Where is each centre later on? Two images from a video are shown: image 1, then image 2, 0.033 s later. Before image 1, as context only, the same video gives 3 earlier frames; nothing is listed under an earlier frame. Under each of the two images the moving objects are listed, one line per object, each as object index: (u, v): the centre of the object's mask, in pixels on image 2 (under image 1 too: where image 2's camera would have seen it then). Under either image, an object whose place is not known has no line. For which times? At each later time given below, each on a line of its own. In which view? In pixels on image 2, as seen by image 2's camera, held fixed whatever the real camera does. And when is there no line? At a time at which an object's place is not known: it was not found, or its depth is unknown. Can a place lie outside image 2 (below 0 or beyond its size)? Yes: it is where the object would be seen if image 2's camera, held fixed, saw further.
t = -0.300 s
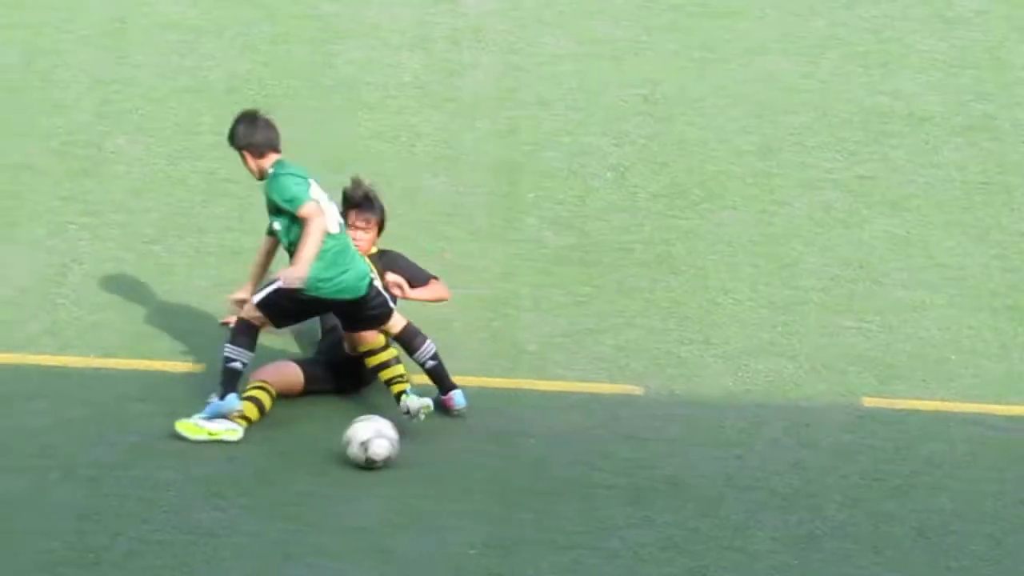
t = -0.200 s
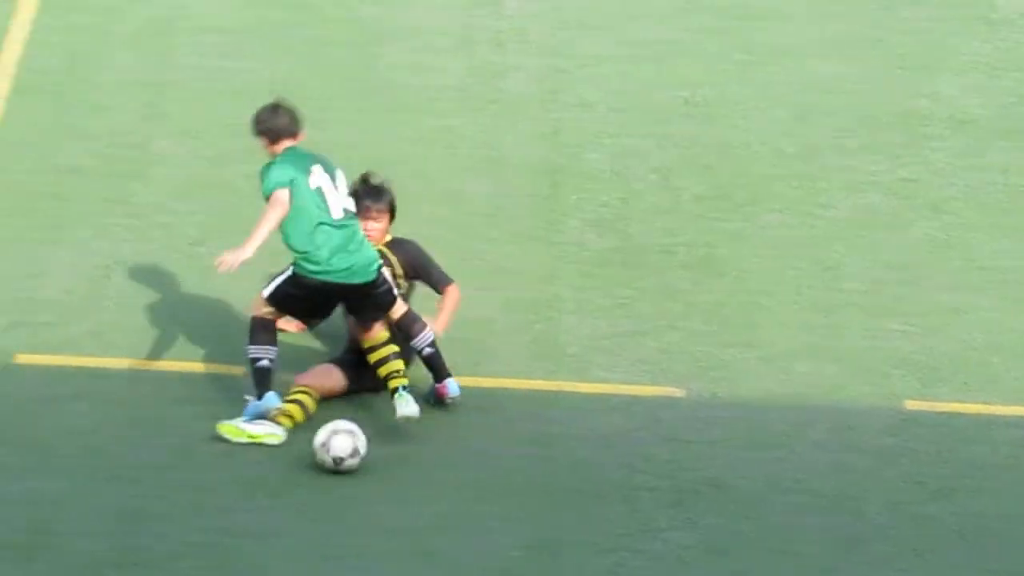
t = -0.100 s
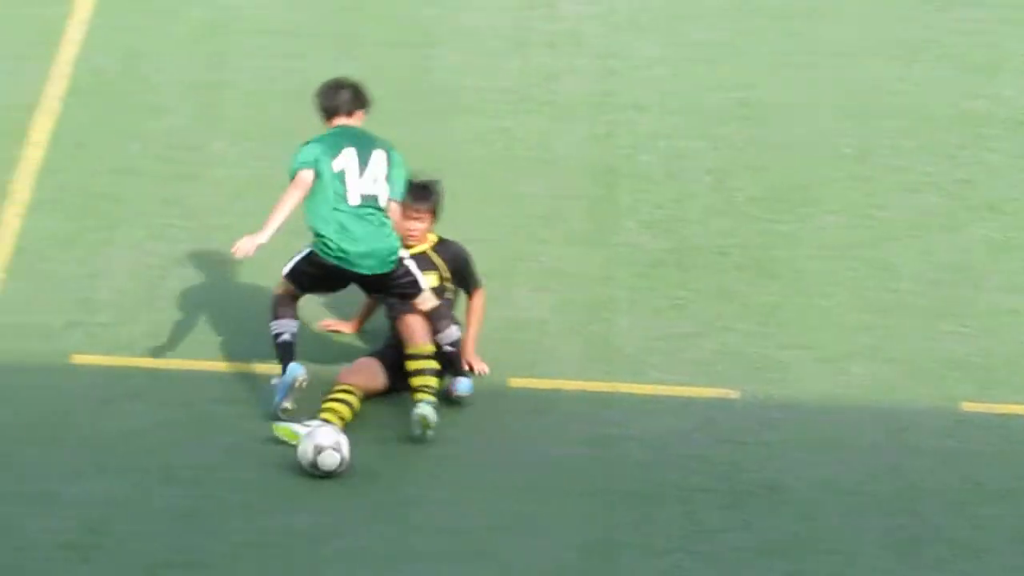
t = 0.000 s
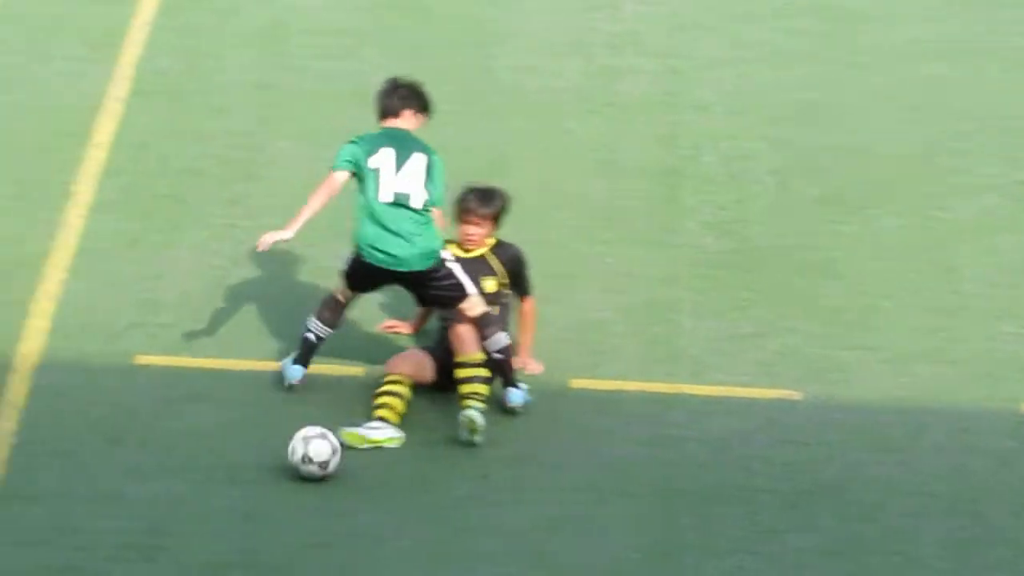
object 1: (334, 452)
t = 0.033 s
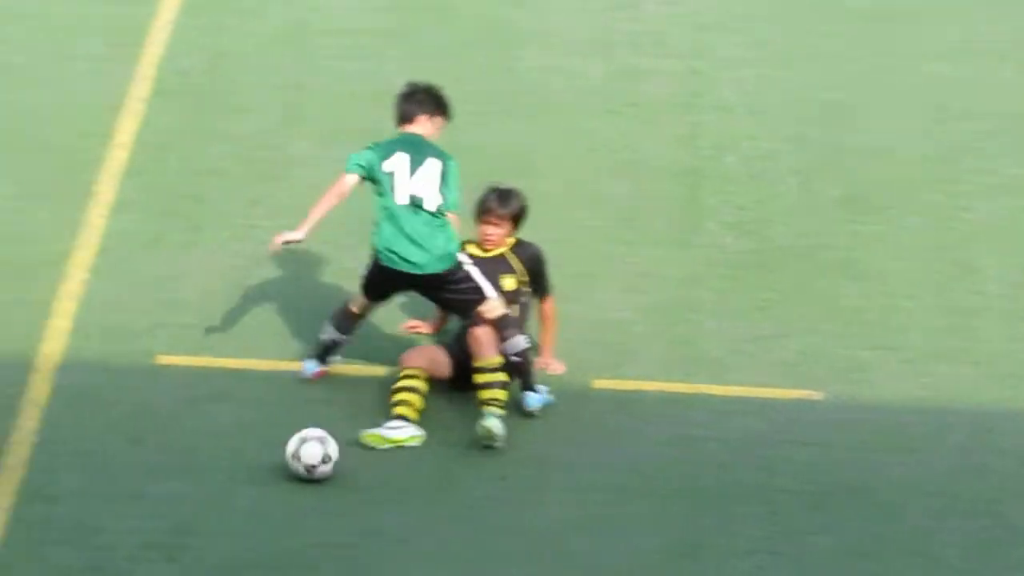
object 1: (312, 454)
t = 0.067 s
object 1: (288, 456)
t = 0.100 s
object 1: (267, 457)
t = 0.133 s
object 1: (245, 460)
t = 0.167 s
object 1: (222, 461)
